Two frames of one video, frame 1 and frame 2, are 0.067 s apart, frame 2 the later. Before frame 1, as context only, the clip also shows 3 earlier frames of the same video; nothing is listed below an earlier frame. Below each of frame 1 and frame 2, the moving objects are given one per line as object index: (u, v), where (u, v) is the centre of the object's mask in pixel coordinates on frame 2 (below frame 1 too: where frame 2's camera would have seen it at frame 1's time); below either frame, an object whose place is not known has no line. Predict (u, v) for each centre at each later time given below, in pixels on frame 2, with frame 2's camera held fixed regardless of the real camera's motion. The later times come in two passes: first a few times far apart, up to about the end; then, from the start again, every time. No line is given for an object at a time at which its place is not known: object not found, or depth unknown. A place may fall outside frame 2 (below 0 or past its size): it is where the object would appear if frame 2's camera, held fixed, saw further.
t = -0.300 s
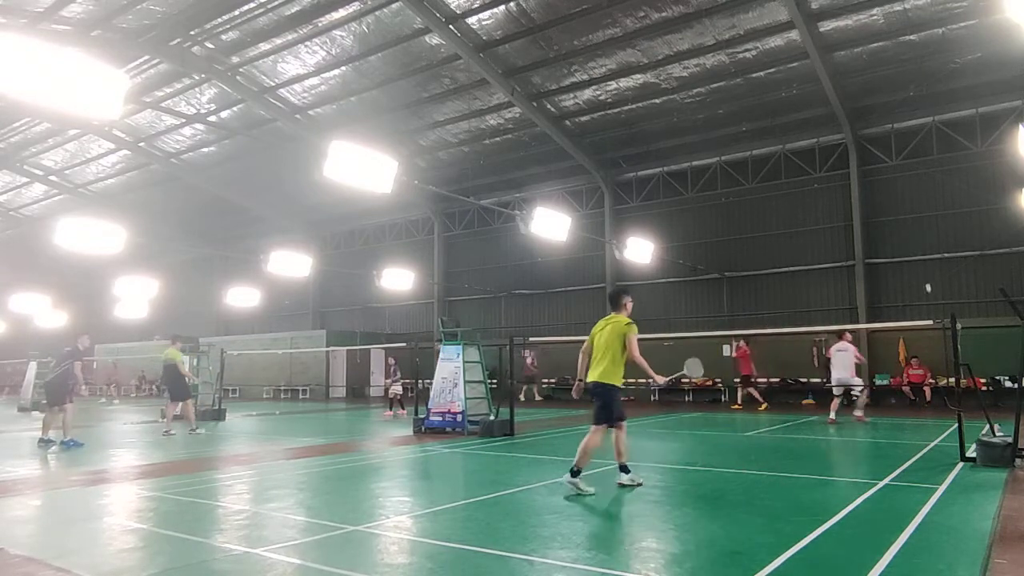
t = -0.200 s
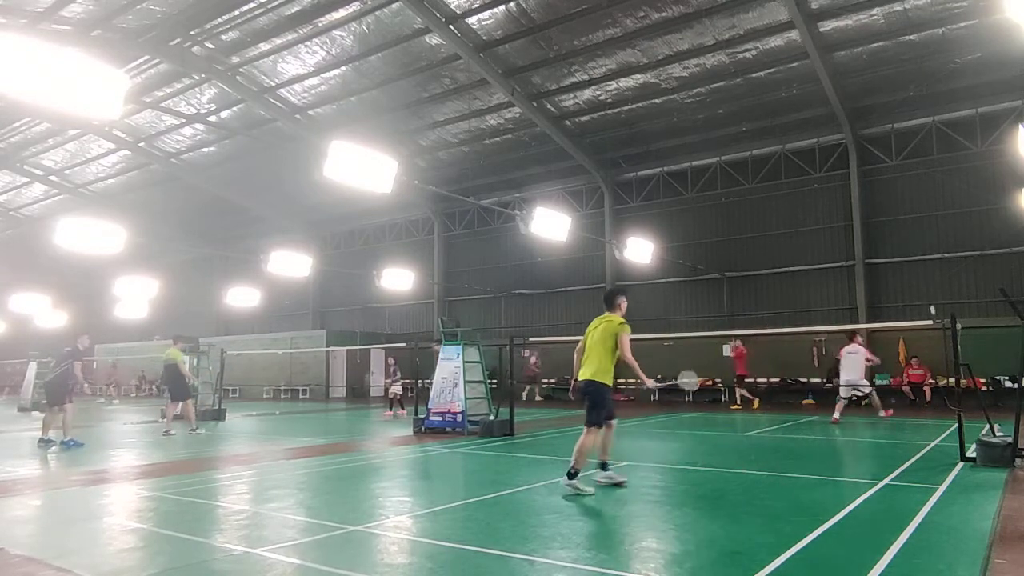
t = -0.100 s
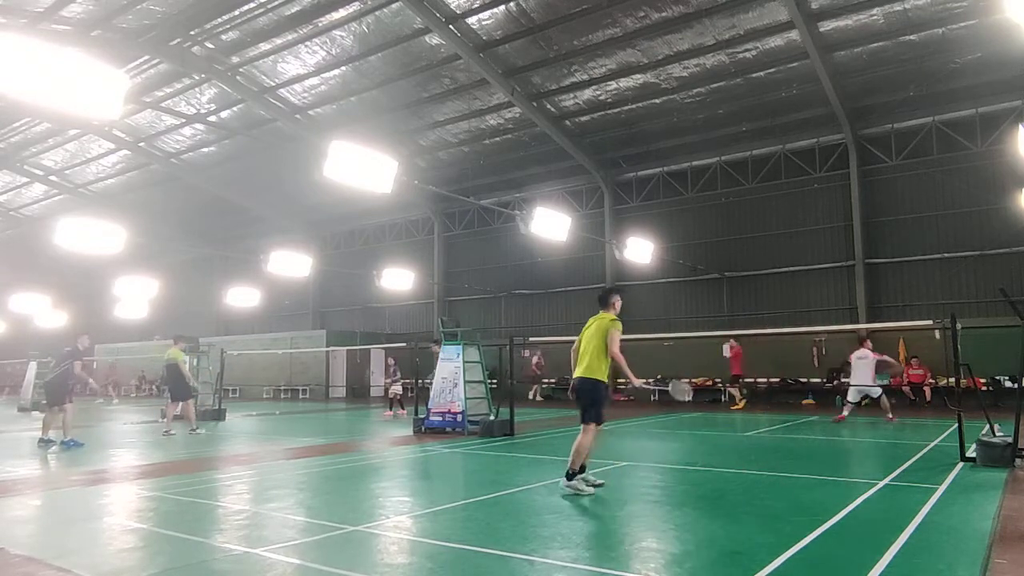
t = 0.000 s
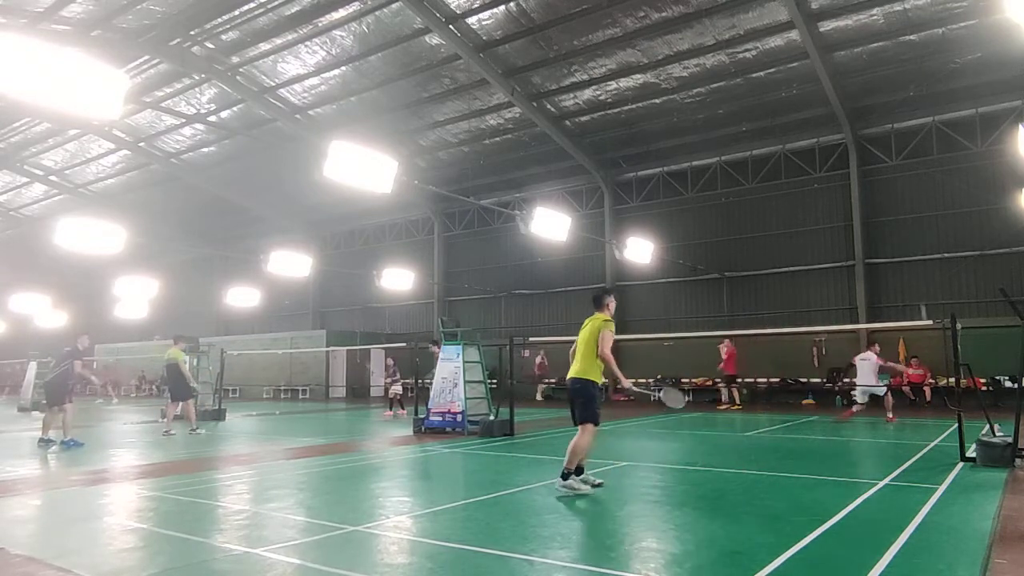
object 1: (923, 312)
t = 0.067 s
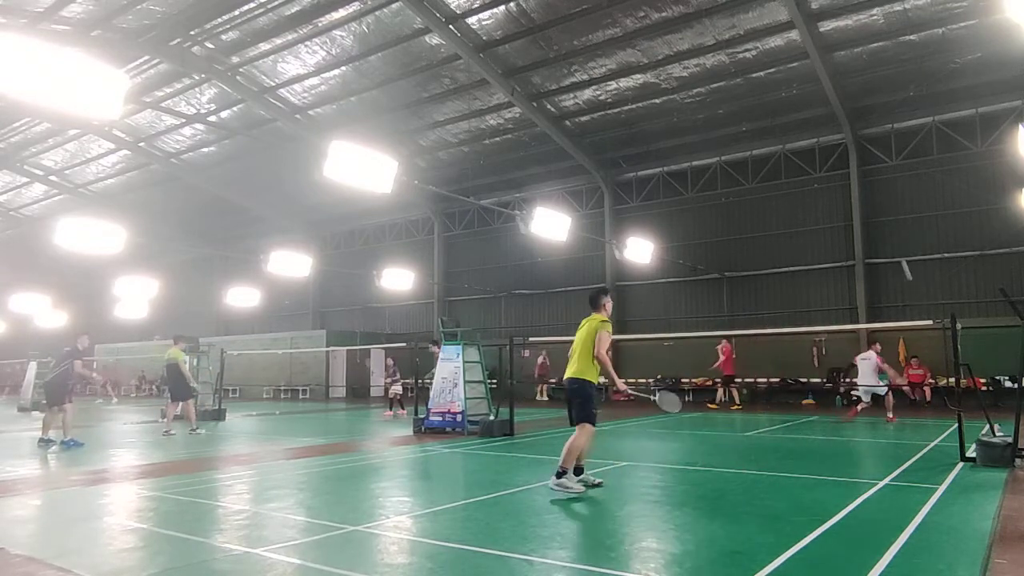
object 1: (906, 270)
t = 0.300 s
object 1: (854, 162)
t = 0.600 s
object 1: (801, 103)
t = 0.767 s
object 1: (772, 107)
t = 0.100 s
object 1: (897, 249)
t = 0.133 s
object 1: (889, 232)
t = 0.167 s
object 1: (882, 216)
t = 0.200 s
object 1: (874, 201)
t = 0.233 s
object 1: (867, 187)
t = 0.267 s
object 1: (860, 174)
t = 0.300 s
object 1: (854, 162)
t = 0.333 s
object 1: (848, 151)
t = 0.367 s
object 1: (841, 141)
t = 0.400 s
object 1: (835, 134)
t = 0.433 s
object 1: (829, 126)
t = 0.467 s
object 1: (823, 119)
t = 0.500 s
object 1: (817, 114)
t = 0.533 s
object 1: (812, 109)
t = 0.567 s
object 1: (806, 105)
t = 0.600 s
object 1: (801, 103)
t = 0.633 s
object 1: (795, 102)
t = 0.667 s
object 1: (789, 102)
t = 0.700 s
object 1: (783, 102)
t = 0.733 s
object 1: (777, 104)
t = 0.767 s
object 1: (772, 107)
